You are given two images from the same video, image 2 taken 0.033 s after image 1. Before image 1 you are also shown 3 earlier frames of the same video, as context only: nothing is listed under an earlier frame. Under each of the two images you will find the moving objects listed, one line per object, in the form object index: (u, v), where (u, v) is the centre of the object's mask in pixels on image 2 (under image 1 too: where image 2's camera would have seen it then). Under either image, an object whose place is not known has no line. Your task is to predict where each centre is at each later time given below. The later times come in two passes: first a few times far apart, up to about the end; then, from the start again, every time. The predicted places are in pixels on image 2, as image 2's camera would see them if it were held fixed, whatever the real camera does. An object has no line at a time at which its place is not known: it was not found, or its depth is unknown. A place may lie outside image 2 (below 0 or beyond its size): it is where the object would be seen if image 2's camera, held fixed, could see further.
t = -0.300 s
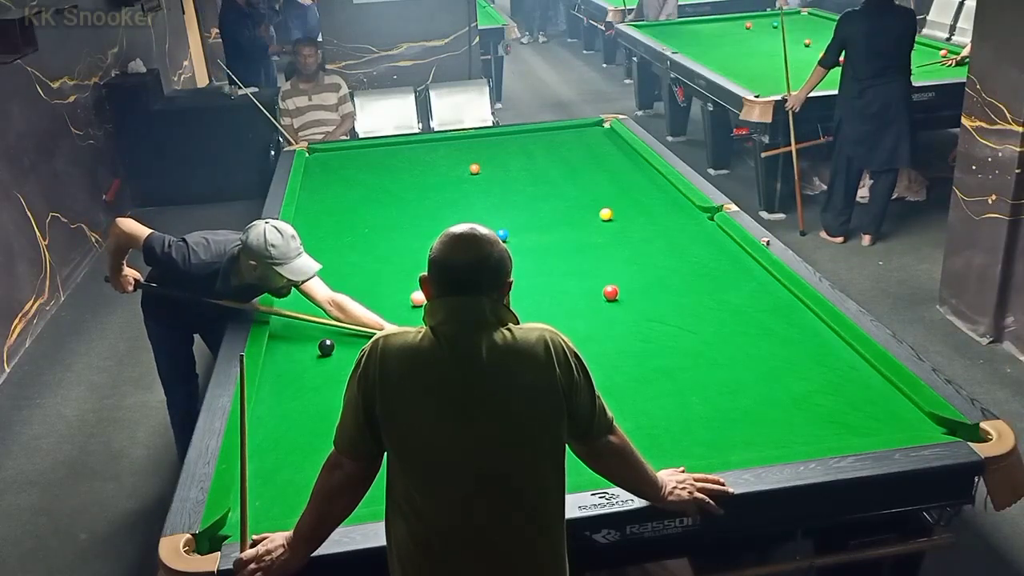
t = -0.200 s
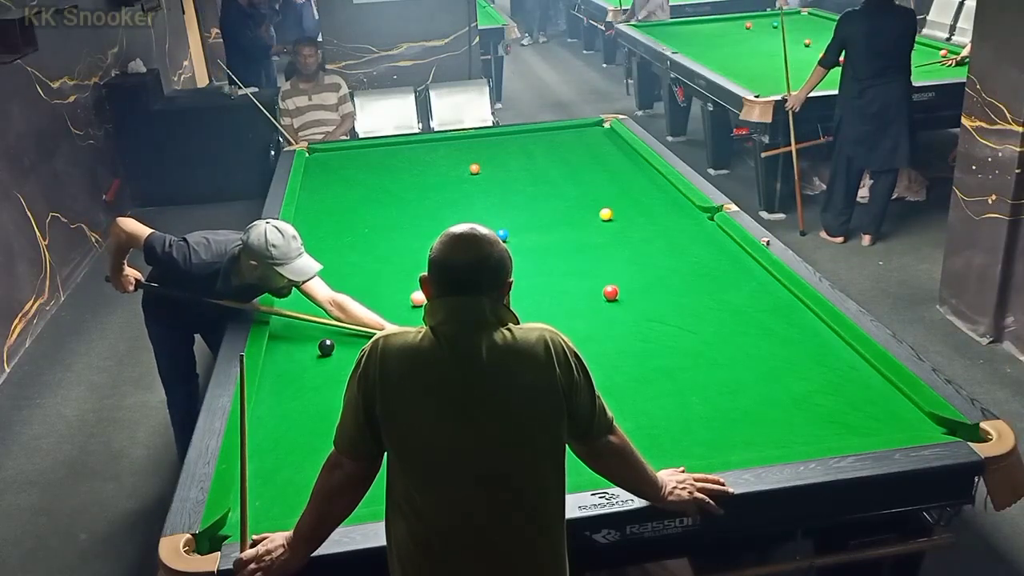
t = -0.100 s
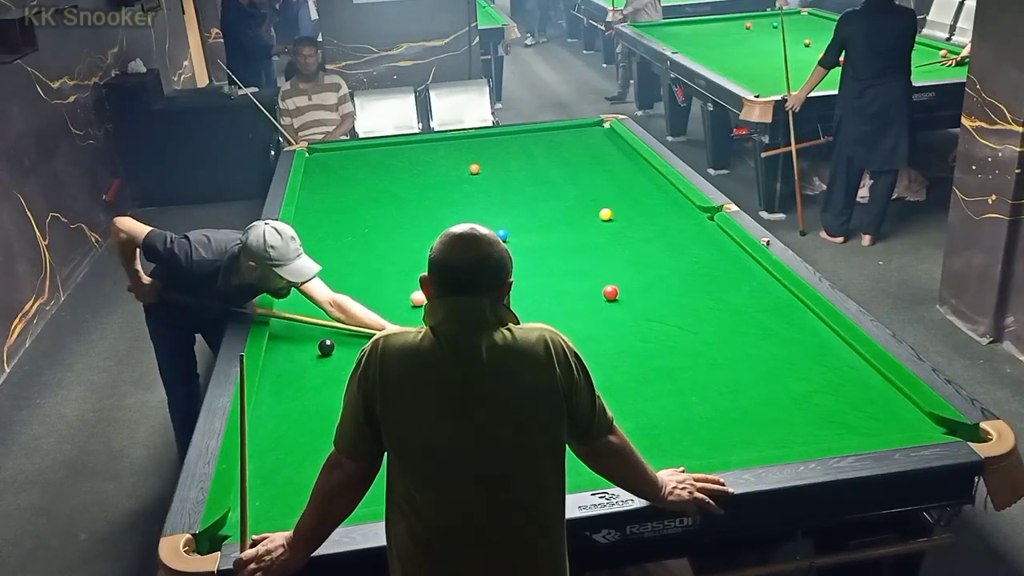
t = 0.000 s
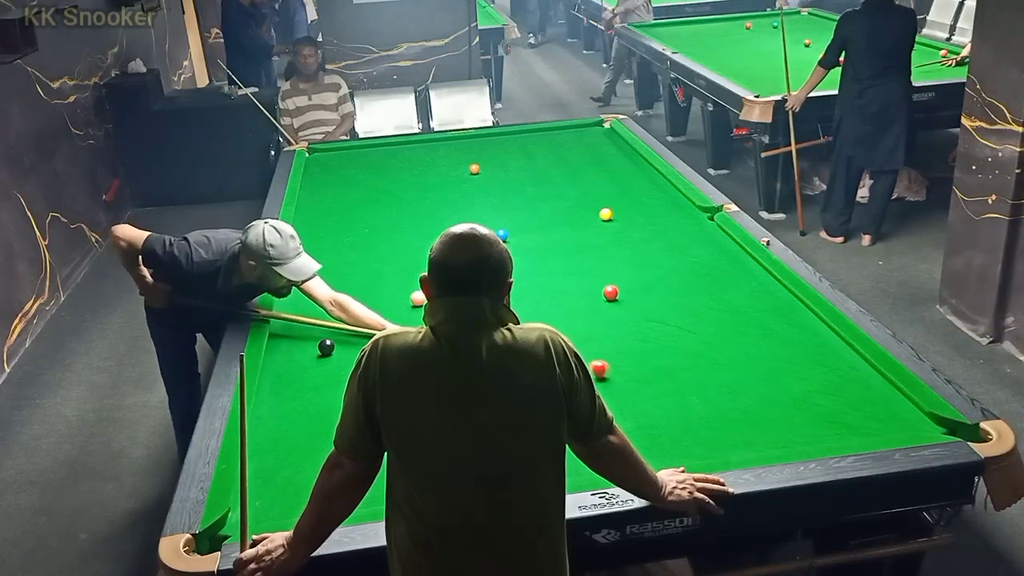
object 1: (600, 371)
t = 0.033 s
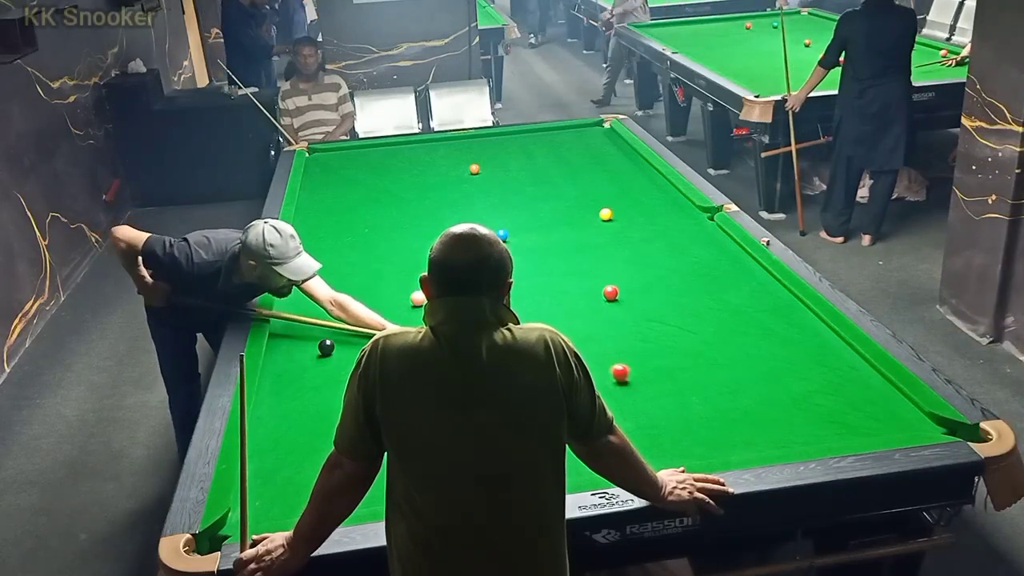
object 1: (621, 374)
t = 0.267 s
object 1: (757, 399)
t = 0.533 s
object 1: (926, 424)
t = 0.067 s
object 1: (641, 378)
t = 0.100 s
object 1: (661, 382)
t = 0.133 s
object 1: (679, 385)
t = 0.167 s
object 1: (698, 388)
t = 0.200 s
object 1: (717, 392)
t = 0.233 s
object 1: (736, 395)
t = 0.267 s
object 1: (757, 399)
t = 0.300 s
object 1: (777, 402)
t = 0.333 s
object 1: (798, 406)
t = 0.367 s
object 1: (819, 410)
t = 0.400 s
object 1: (840, 413)
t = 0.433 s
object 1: (862, 417)
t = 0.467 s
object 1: (883, 421)
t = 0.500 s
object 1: (904, 422)
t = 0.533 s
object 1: (926, 424)
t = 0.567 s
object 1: (949, 428)
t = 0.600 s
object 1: (973, 435)
